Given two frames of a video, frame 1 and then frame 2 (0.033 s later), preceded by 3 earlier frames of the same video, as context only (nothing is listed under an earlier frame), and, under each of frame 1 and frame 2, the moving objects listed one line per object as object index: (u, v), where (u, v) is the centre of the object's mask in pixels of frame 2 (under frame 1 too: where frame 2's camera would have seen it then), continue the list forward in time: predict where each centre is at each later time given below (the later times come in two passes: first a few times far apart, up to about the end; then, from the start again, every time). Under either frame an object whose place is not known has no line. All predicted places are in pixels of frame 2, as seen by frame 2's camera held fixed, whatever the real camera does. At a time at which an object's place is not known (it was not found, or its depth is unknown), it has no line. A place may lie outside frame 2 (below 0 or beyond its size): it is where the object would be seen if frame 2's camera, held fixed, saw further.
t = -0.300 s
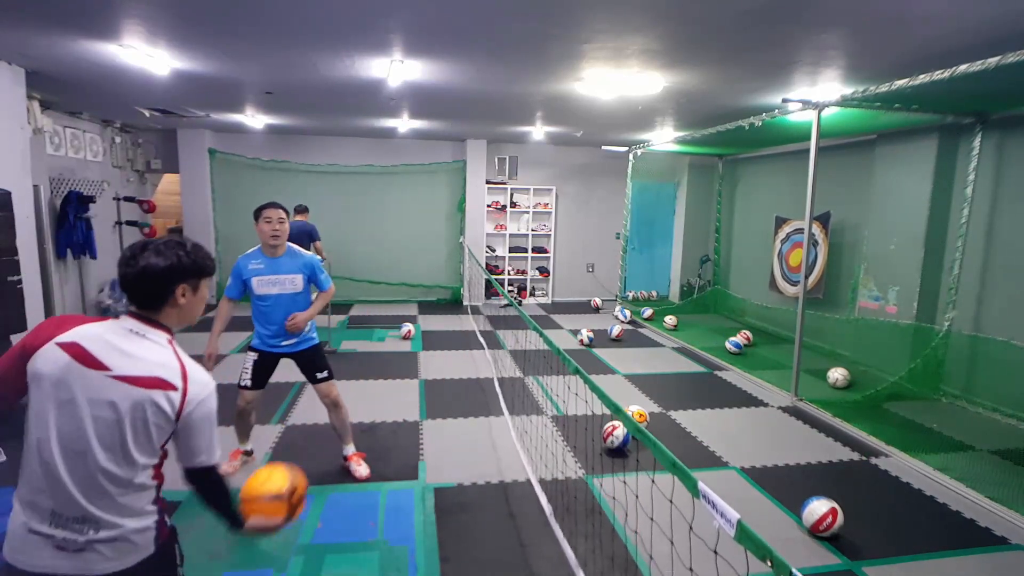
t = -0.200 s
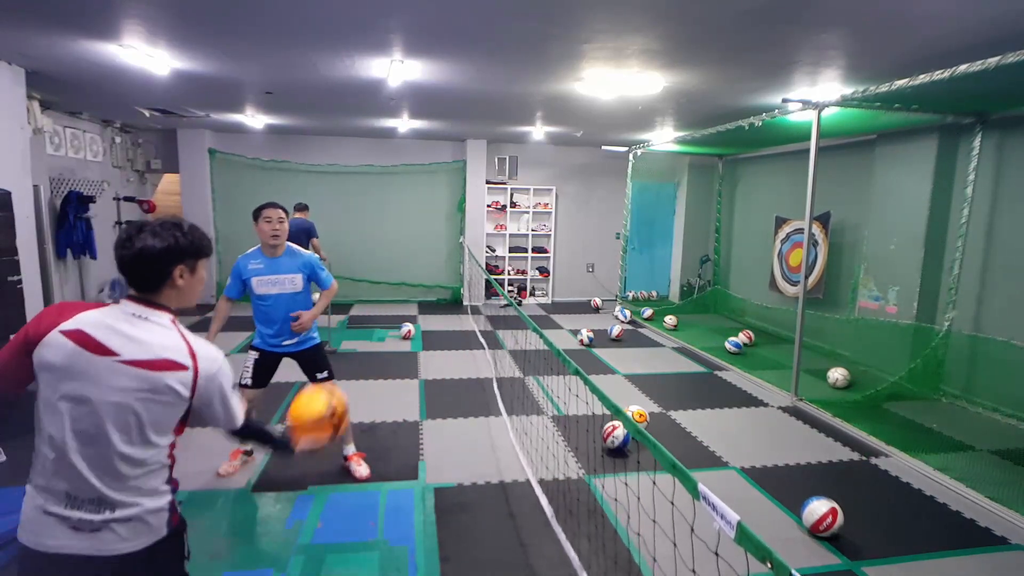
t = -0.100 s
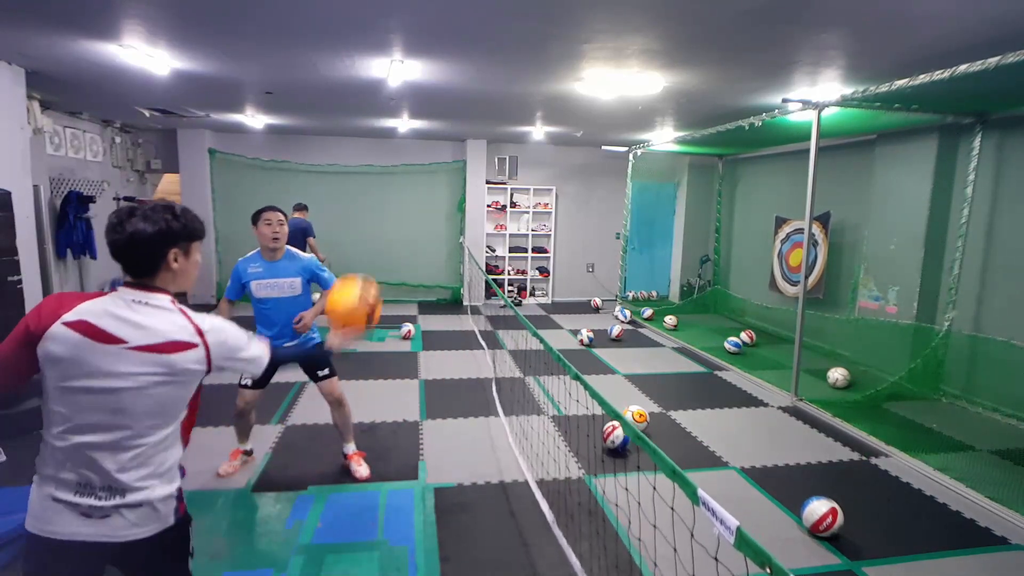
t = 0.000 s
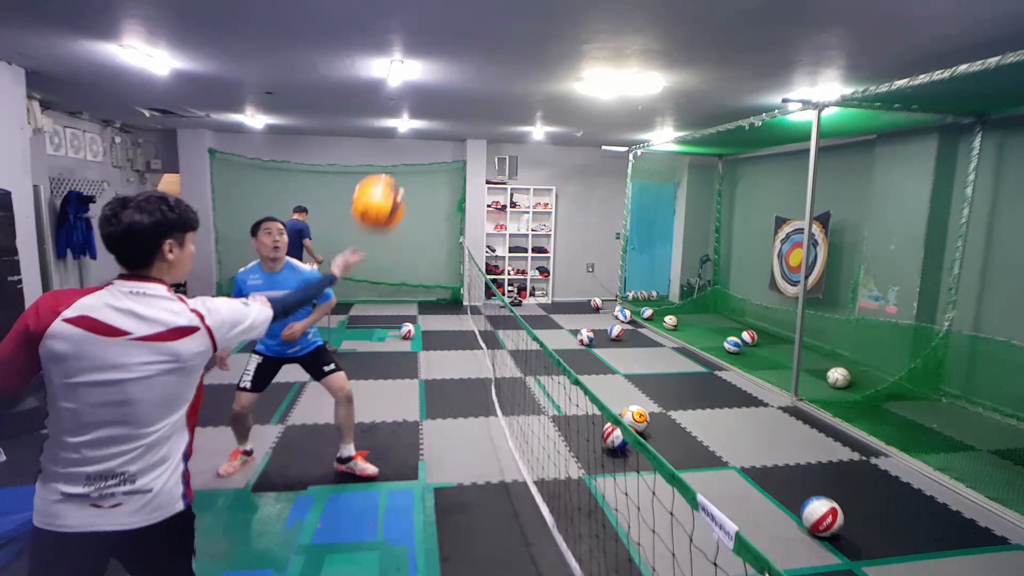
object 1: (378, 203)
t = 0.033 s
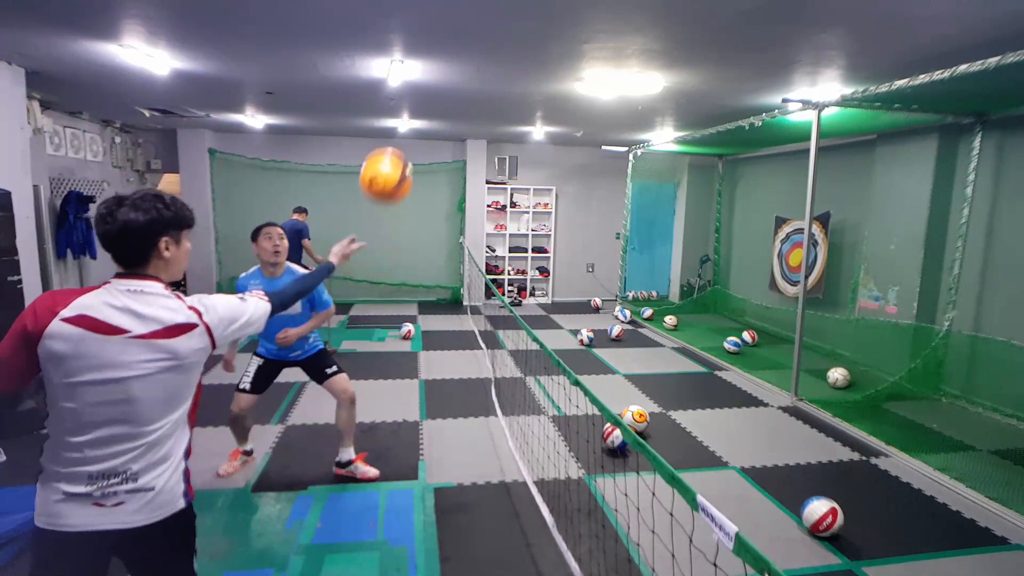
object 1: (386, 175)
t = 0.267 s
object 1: (435, 73)
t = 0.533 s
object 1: (477, 107)
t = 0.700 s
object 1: (497, 187)
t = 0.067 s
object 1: (394, 153)
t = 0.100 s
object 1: (401, 132)
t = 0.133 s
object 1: (408, 114)
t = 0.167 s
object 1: (415, 101)
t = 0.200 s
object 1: (422, 91)
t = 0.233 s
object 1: (429, 80)
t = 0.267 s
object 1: (435, 73)
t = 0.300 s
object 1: (441, 70)
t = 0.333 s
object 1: (447, 69)
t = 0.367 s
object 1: (452, 70)
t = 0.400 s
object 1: (458, 74)
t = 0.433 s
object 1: (463, 79)
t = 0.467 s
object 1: (468, 87)
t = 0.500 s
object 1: (472, 96)
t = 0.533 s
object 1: (477, 107)
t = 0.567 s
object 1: (481, 120)
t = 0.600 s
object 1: (485, 135)
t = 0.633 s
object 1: (489, 151)
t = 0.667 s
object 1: (493, 168)
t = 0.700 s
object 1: (497, 187)
